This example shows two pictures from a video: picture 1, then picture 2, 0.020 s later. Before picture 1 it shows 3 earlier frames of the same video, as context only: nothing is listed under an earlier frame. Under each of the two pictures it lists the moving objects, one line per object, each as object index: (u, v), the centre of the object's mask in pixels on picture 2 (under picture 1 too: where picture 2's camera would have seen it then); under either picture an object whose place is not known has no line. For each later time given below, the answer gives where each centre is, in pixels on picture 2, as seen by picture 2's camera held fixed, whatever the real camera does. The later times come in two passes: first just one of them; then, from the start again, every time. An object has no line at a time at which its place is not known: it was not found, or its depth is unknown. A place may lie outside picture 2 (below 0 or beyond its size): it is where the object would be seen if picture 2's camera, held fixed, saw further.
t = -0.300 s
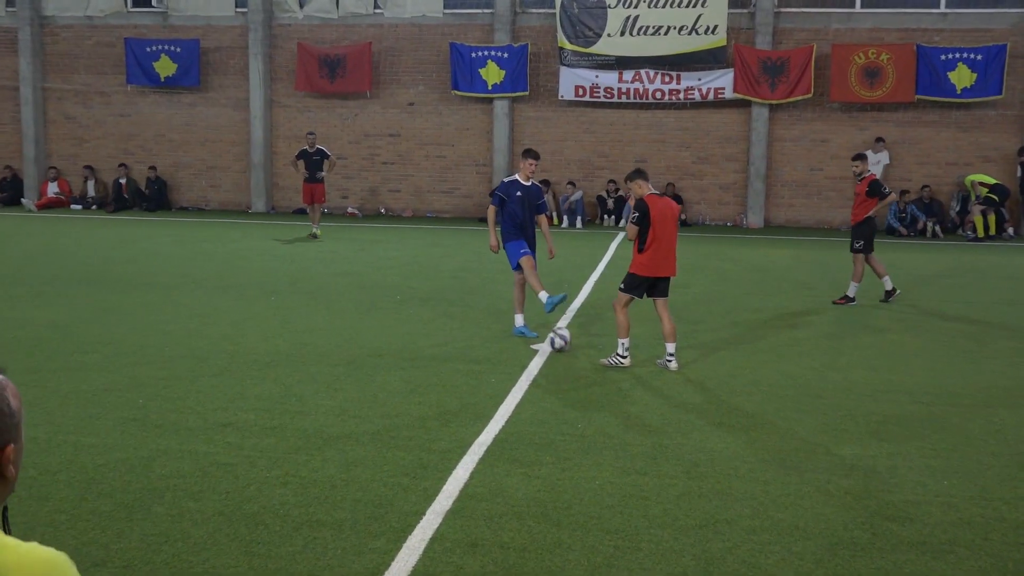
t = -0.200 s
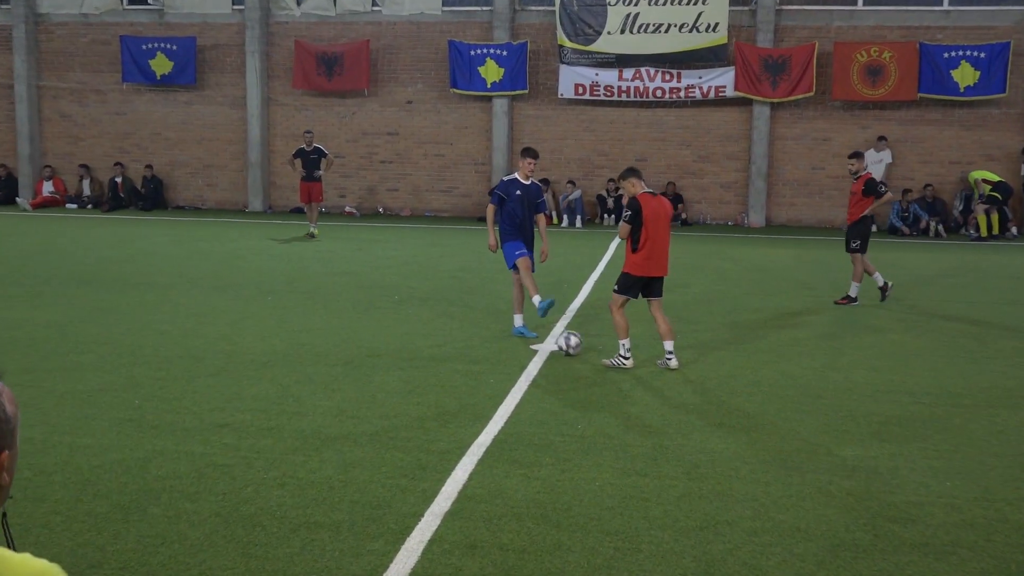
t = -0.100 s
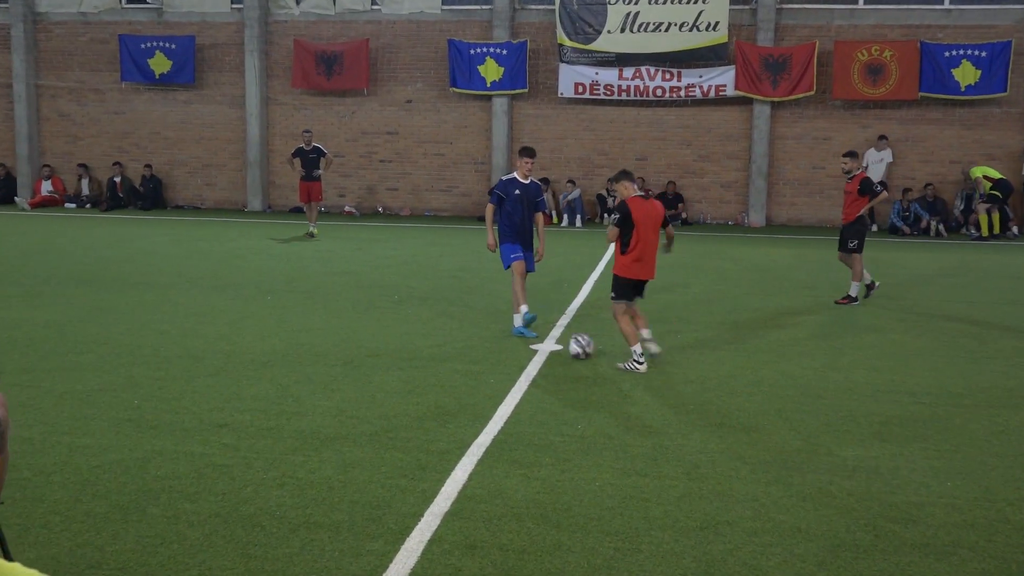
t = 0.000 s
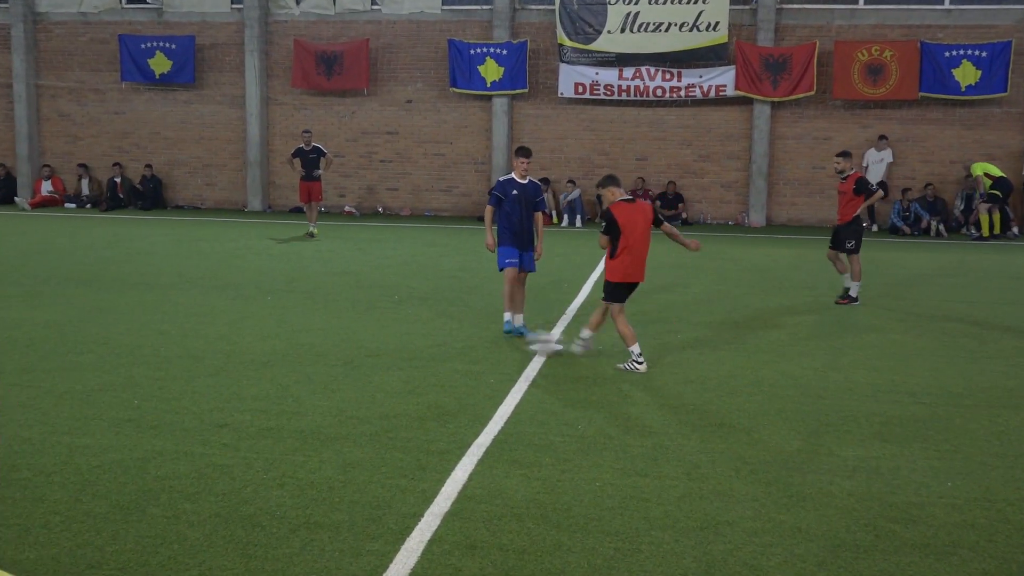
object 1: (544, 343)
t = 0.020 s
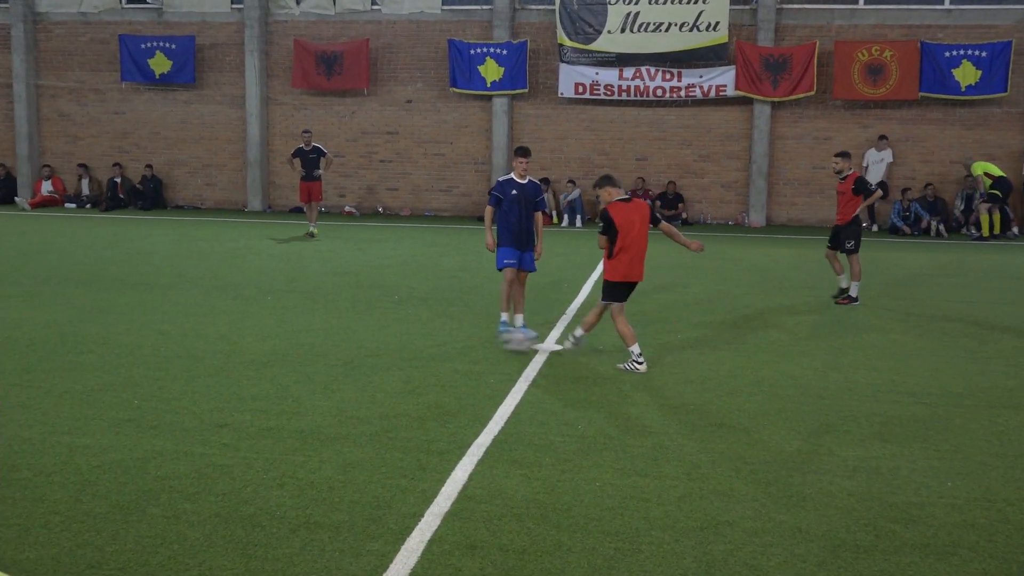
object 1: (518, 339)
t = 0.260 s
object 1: (257, 316)
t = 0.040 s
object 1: (493, 337)
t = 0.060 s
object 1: (468, 336)
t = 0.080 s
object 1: (444, 335)
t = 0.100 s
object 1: (418, 334)
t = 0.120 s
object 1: (396, 331)
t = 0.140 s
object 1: (374, 328)
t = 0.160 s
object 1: (353, 325)
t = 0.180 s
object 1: (332, 322)
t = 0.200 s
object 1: (313, 321)
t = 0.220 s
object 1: (293, 320)
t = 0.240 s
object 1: (274, 318)
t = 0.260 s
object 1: (257, 316)
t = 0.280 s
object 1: (240, 314)
